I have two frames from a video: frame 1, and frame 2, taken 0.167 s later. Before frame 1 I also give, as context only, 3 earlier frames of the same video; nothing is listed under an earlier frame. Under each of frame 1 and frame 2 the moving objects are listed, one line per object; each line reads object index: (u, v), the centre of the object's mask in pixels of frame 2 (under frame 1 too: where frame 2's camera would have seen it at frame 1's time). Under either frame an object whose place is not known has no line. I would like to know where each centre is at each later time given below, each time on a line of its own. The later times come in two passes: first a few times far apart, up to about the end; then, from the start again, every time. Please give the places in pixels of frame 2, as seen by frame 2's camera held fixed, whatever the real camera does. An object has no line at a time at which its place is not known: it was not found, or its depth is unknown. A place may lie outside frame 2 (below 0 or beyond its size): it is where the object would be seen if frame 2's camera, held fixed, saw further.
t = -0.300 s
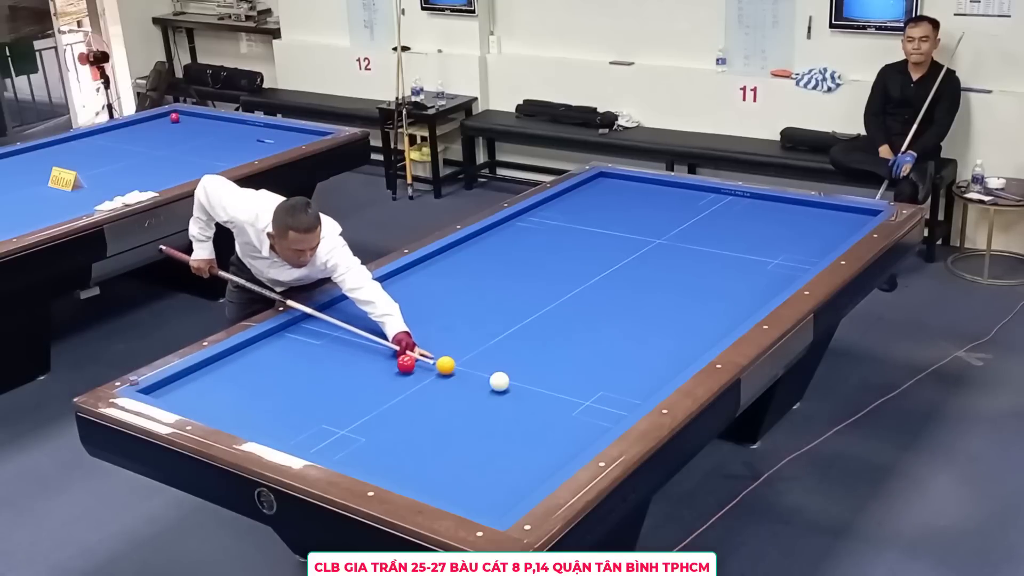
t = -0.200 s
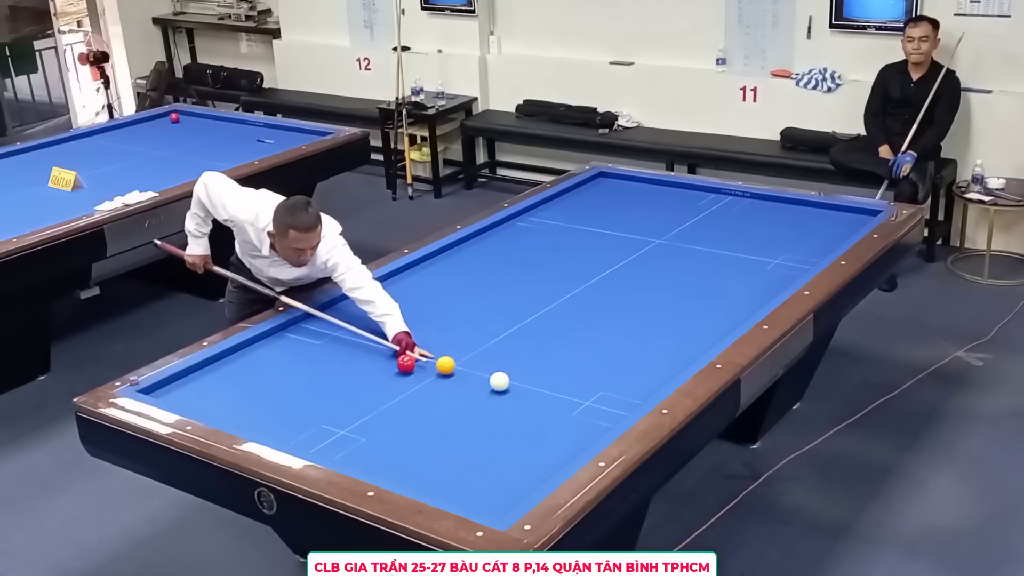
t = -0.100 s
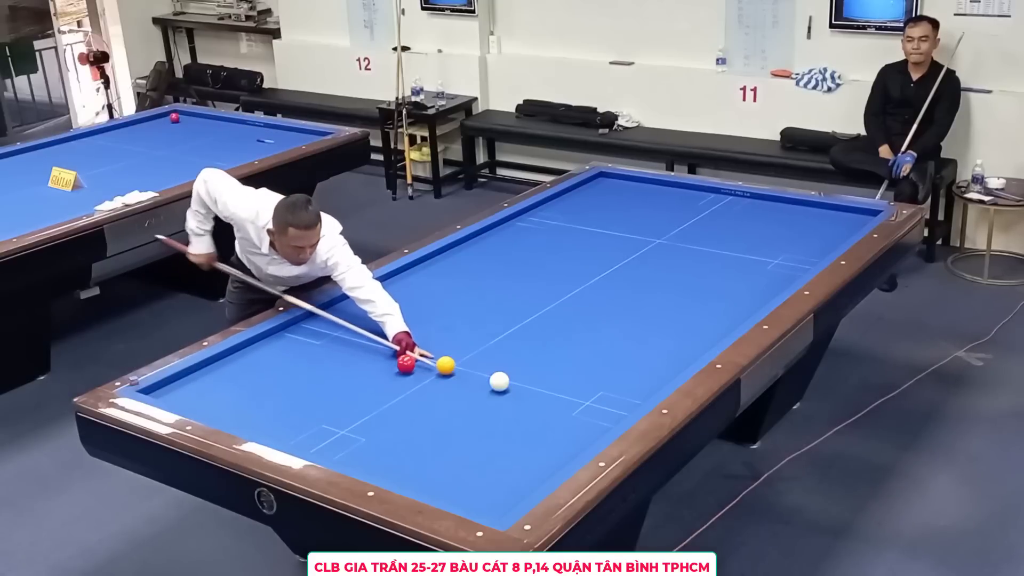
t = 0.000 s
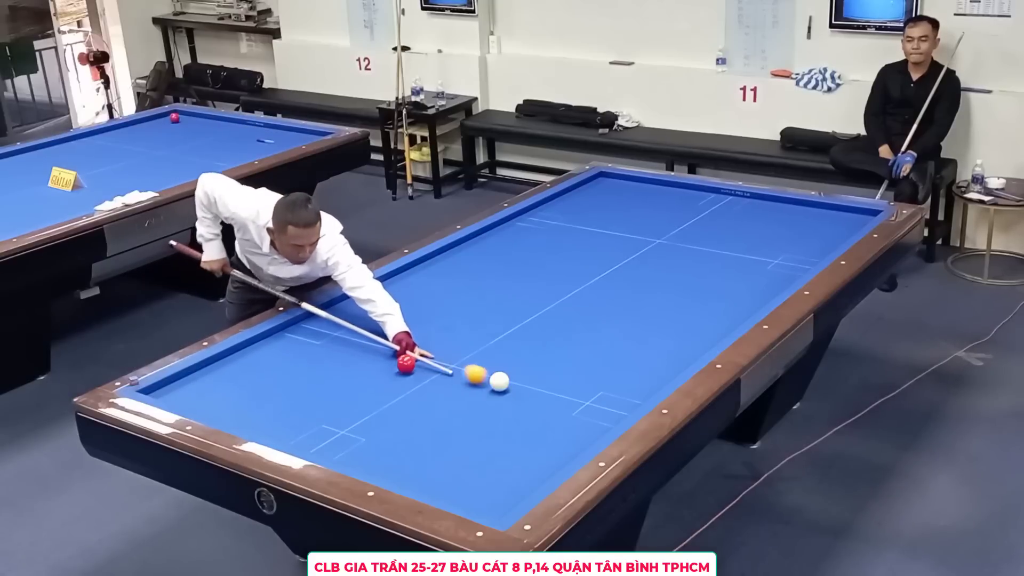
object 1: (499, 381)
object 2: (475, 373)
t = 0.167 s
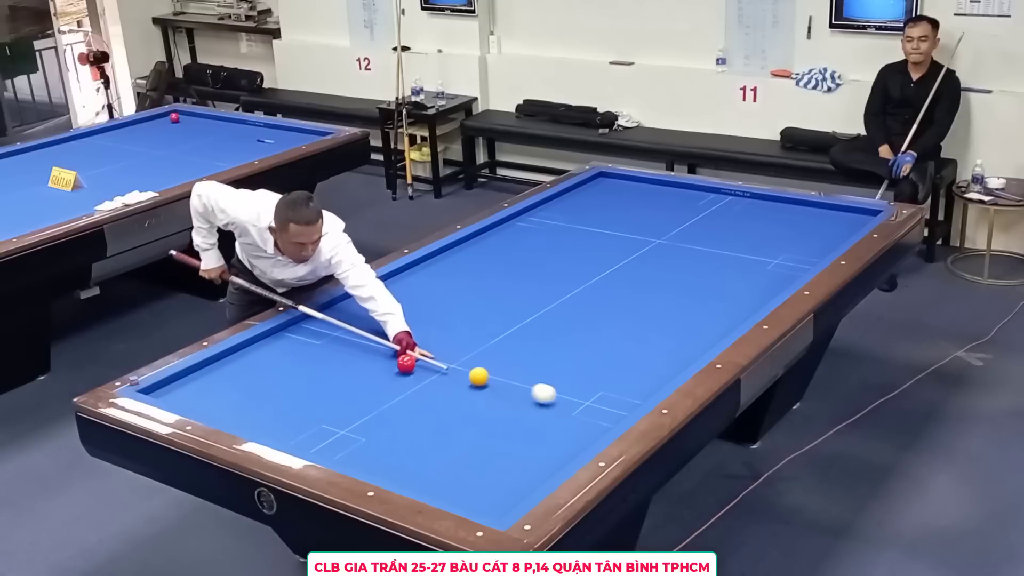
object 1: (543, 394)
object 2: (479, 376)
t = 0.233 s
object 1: (562, 399)
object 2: (475, 376)
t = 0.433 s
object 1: (616, 413)
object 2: (465, 374)
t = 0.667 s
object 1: (575, 403)
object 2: (454, 371)
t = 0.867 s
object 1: (543, 394)
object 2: (444, 370)
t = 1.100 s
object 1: (508, 384)
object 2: (435, 367)
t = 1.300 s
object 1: (479, 376)
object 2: (427, 366)
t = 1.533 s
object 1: (448, 367)
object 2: (423, 364)
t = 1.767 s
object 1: (439, 360)
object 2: (418, 363)
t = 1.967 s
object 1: (437, 354)
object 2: (417, 361)
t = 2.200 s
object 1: (434, 348)
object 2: (415, 360)
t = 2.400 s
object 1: (432, 343)
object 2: (415, 360)
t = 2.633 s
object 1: (430, 338)
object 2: (414, 359)
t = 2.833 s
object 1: (428, 334)
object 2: (414, 358)
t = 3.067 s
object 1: (425, 329)
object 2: (414, 358)
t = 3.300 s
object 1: (423, 325)
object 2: (414, 358)
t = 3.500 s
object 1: (422, 322)
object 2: (414, 358)
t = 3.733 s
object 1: (420, 319)
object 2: (414, 359)
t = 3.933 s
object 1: (418, 316)
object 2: (414, 359)
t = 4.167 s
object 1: (417, 313)
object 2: (414, 359)
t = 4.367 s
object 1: (415, 310)
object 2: (414, 359)
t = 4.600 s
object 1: (414, 308)
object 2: (414, 359)
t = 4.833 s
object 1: (413, 306)
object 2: (414, 359)
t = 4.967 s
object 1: (412, 305)
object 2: (414, 359)
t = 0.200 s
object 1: (552, 396)
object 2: (477, 376)
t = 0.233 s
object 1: (562, 399)
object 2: (475, 376)
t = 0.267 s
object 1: (571, 401)
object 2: (473, 375)
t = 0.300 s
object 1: (580, 404)
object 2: (472, 375)
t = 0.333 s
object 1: (590, 407)
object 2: (470, 375)
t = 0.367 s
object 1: (599, 409)
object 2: (468, 374)
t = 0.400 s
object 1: (609, 412)
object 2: (466, 374)
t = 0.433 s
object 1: (616, 413)
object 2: (465, 374)
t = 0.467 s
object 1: (612, 413)
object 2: (463, 373)
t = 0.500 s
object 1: (605, 411)
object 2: (462, 373)
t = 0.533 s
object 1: (598, 409)
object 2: (460, 373)
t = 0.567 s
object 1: (592, 407)
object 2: (458, 372)
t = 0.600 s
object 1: (586, 406)
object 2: (457, 372)
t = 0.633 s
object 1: (581, 404)
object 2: (455, 372)
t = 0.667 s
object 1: (575, 403)
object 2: (454, 371)
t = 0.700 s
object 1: (569, 401)
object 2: (452, 371)
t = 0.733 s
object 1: (564, 400)
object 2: (450, 371)
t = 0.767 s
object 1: (559, 398)
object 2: (449, 370)
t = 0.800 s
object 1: (553, 396)
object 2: (447, 370)
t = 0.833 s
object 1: (548, 395)
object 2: (446, 370)
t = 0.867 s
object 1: (543, 394)
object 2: (444, 370)
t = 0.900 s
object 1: (538, 392)
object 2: (443, 369)
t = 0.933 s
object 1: (533, 391)
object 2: (442, 369)
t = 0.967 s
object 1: (528, 389)
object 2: (440, 368)
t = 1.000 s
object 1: (523, 388)
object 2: (439, 368)
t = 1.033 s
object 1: (518, 386)
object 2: (437, 368)
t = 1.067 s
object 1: (513, 385)
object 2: (436, 368)
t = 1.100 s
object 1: (508, 384)
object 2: (435, 367)
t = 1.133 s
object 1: (503, 382)
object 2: (433, 367)
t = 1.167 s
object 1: (498, 381)
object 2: (432, 367)
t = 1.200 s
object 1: (493, 380)
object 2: (431, 366)
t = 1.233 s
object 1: (489, 378)
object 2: (429, 366)
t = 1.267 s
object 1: (484, 377)
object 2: (428, 366)
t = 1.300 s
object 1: (479, 376)
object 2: (427, 366)
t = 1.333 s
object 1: (475, 374)
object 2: (425, 365)
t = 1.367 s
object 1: (470, 373)
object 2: (424, 365)
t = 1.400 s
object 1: (466, 372)
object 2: (423, 365)
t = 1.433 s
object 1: (461, 370)
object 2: (423, 365)
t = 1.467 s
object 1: (457, 369)
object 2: (423, 365)
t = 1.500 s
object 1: (452, 368)
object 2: (423, 365)
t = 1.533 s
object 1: (448, 367)
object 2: (423, 364)
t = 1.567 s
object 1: (444, 365)
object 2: (423, 364)
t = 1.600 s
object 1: (441, 364)
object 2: (421, 364)
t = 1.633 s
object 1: (441, 364)
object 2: (419, 364)
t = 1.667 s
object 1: (441, 363)
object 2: (418, 363)
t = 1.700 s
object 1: (440, 362)
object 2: (418, 363)
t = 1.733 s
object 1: (440, 360)
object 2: (418, 363)
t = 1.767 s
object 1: (439, 360)
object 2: (418, 363)
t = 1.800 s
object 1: (439, 359)
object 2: (418, 362)
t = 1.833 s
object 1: (439, 358)
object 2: (417, 362)
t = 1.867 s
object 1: (438, 357)
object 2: (417, 362)
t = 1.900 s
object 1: (438, 356)
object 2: (417, 362)
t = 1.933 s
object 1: (437, 355)
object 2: (417, 362)
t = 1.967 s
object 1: (437, 354)
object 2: (417, 361)
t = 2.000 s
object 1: (437, 353)
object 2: (417, 361)
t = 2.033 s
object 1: (436, 352)
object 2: (416, 361)
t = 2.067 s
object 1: (436, 352)
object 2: (416, 361)
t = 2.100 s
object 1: (436, 351)
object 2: (416, 361)
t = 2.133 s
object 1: (435, 350)
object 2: (416, 361)
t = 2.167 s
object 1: (435, 349)
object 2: (416, 360)
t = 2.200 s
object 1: (434, 348)
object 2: (415, 360)
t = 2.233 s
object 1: (434, 347)
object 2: (415, 360)
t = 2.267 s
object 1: (434, 347)
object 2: (415, 360)
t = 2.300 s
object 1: (433, 346)
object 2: (415, 360)
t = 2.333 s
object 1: (433, 345)
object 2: (415, 360)
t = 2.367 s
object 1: (433, 344)
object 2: (415, 360)
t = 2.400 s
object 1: (432, 343)
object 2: (415, 360)
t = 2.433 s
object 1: (432, 343)
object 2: (415, 359)
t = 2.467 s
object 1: (431, 342)
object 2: (415, 359)
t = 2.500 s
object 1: (431, 341)
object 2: (414, 359)
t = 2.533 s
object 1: (431, 341)
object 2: (414, 359)
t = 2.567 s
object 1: (430, 340)
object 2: (414, 359)
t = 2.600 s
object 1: (430, 339)
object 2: (414, 359)
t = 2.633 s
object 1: (430, 338)
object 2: (414, 359)
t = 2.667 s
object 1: (429, 338)
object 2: (414, 359)
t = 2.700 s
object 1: (429, 337)
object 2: (414, 359)
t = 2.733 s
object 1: (429, 336)
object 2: (414, 359)
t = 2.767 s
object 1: (428, 335)
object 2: (414, 358)
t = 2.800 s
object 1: (428, 335)
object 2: (414, 358)
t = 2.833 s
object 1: (428, 334)
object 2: (414, 358)
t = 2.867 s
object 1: (427, 333)
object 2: (414, 358)
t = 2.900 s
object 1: (427, 333)
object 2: (414, 358)
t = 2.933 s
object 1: (427, 332)
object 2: (414, 358)
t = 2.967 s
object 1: (426, 332)
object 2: (414, 358)
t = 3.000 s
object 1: (426, 331)
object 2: (414, 358)
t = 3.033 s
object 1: (426, 330)
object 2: (414, 358)
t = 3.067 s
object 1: (425, 329)
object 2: (414, 358)
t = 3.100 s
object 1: (425, 329)
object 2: (414, 358)
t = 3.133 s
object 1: (425, 328)
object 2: (414, 358)
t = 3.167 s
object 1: (425, 328)
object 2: (414, 358)
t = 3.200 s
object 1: (424, 327)
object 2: (414, 358)
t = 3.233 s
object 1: (424, 326)
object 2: (414, 358)
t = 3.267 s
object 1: (424, 326)
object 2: (414, 358)
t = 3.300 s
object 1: (423, 325)
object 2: (414, 358)
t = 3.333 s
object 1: (423, 325)
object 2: (413, 359)
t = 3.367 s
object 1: (423, 324)
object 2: (414, 358)
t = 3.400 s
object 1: (423, 324)
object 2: (414, 358)
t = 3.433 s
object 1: (422, 323)
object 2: (413, 359)
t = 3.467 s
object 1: (422, 323)
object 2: (413, 359)
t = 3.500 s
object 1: (422, 322)
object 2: (414, 358)
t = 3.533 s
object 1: (421, 321)
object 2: (414, 358)
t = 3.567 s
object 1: (421, 321)
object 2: (413, 359)
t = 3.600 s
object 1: (421, 320)
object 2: (413, 359)
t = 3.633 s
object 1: (421, 320)
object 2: (413, 359)
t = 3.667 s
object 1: (420, 319)
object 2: (414, 358)
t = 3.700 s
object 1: (420, 319)
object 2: (414, 359)
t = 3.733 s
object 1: (420, 319)
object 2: (414, 359)
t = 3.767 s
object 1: (420, 318)
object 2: (413, 359)
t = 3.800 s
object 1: (419, 317)
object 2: (414, 359)
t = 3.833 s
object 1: (419, 317)
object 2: (414, 359)
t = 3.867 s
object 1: (419, 317)
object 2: (414, 359)
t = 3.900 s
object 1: (419, 316)
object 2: (414, 359)
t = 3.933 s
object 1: (418, 316)
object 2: (414, 359)
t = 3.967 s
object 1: (418, 315)
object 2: (414, 359)
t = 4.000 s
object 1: (418, 315)
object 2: (414, 359)
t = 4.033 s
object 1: (418, 314)
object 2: (414, 359)
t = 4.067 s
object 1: (417, 314)
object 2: (414, 359)
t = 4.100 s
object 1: (417, 313)
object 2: (414, 359)
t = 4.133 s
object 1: (417, 313)
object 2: (414, 359)
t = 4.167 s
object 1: (417, 313)
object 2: (414, 359)
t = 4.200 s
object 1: (416, 312)
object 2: (414, 359)
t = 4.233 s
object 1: (416, 312)
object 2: (414, 359)
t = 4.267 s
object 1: (416, 311)
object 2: (414, 359)
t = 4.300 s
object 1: (416, 311)
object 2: (414, 359)
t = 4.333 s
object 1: (416, 311)
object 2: (414, 359)
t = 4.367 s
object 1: (415, 310)
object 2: (414, 359)
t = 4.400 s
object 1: (415, 310)
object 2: (414, 359)
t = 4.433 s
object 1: (415, 309)
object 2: (414, 359)
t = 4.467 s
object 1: (415, 309)
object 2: (414, 359)
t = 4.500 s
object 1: (415, 309)
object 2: (414, 359)
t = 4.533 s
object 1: (414, 309)
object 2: (414, 359)
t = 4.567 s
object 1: (414, 308)
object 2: (414, 359)
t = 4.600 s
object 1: (414, 308)
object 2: (414, 359)
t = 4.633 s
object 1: (414, 308)
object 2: (414, 359)
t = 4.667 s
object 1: (414, 307)
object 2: (414, 359)
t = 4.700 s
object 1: (413, 307)
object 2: (414, 359)
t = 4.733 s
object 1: (413, 307)
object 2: (414, 359)
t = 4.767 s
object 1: (413, 306)
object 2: (414, 359)
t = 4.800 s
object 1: (413, 306)
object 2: (414, 359)
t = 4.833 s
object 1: (413, 306)
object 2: (414, 359)
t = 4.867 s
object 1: (413, 305)
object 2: (414, 359)
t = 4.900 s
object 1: (412, 305)
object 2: (414, 359)
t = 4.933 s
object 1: (412, 305)
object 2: (414, 359)
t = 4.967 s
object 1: (412, 305)
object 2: (414, 359)
